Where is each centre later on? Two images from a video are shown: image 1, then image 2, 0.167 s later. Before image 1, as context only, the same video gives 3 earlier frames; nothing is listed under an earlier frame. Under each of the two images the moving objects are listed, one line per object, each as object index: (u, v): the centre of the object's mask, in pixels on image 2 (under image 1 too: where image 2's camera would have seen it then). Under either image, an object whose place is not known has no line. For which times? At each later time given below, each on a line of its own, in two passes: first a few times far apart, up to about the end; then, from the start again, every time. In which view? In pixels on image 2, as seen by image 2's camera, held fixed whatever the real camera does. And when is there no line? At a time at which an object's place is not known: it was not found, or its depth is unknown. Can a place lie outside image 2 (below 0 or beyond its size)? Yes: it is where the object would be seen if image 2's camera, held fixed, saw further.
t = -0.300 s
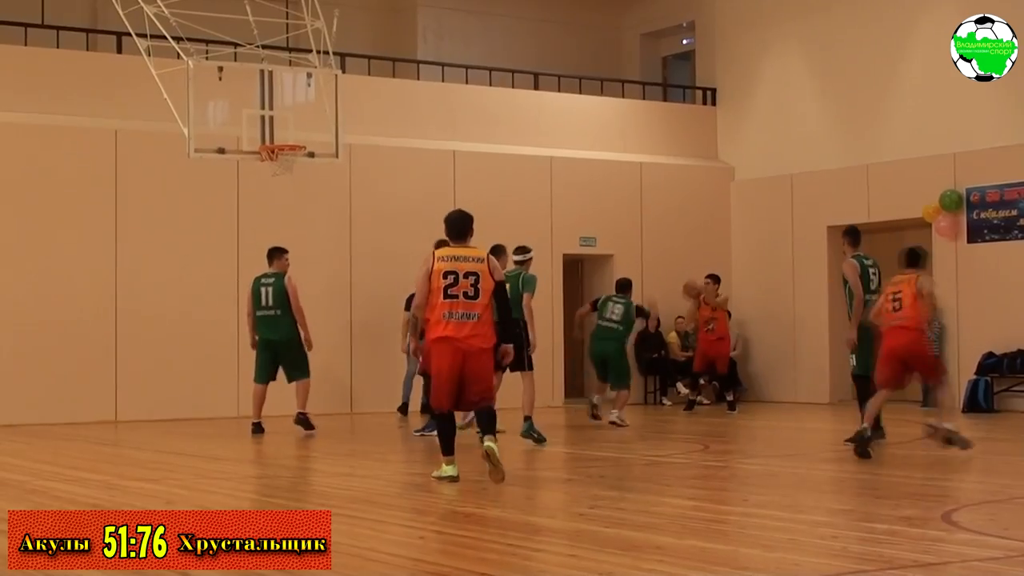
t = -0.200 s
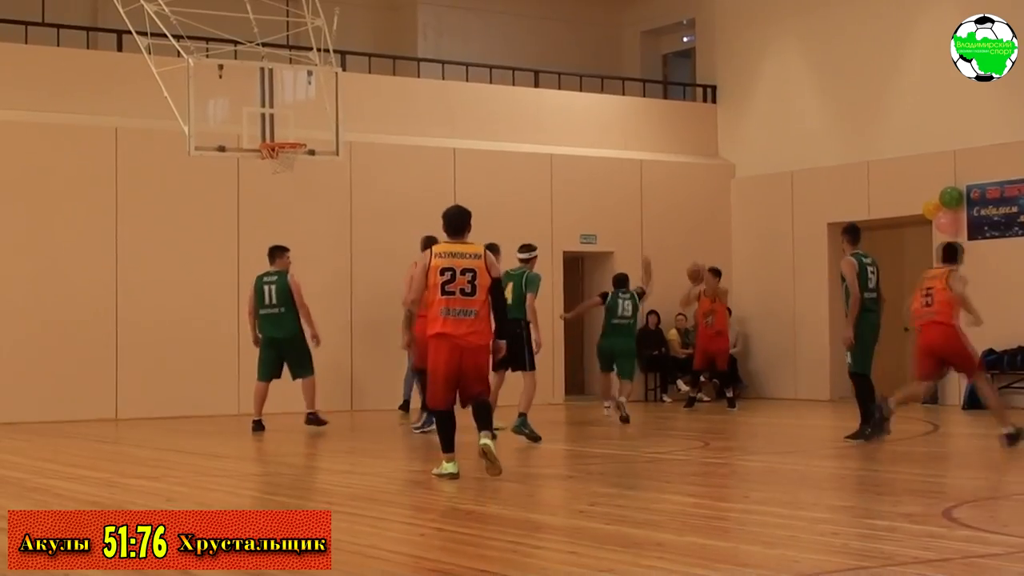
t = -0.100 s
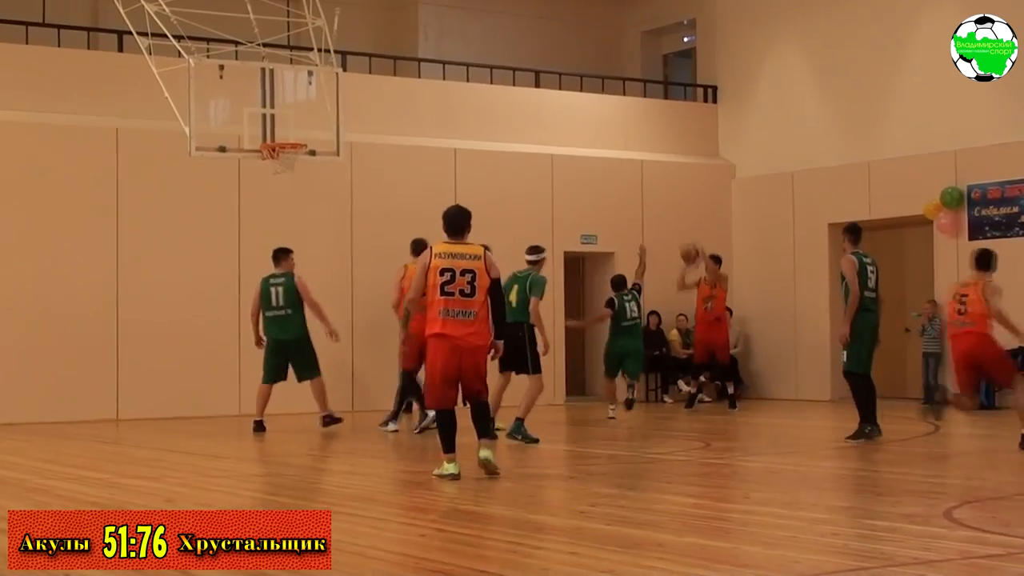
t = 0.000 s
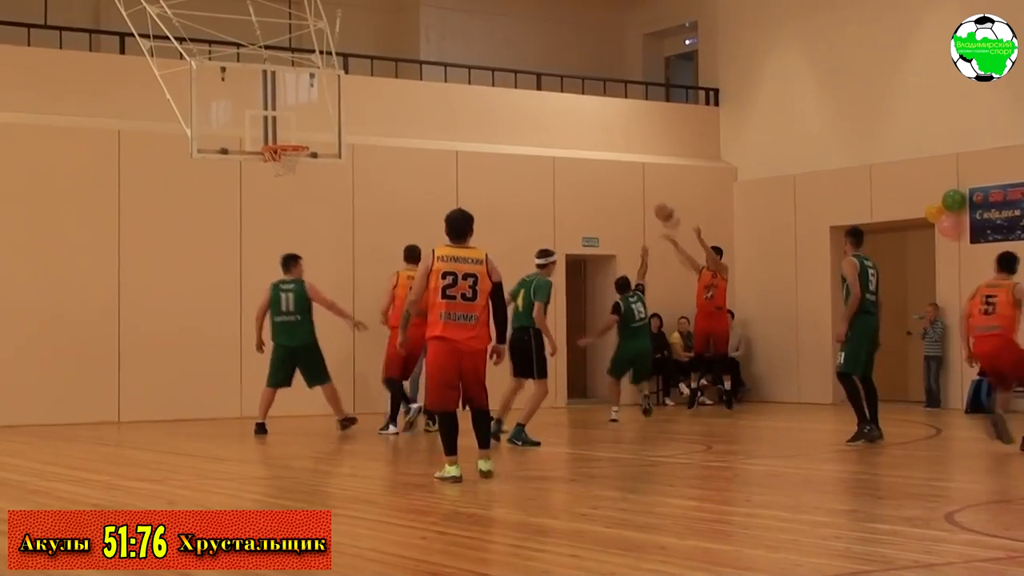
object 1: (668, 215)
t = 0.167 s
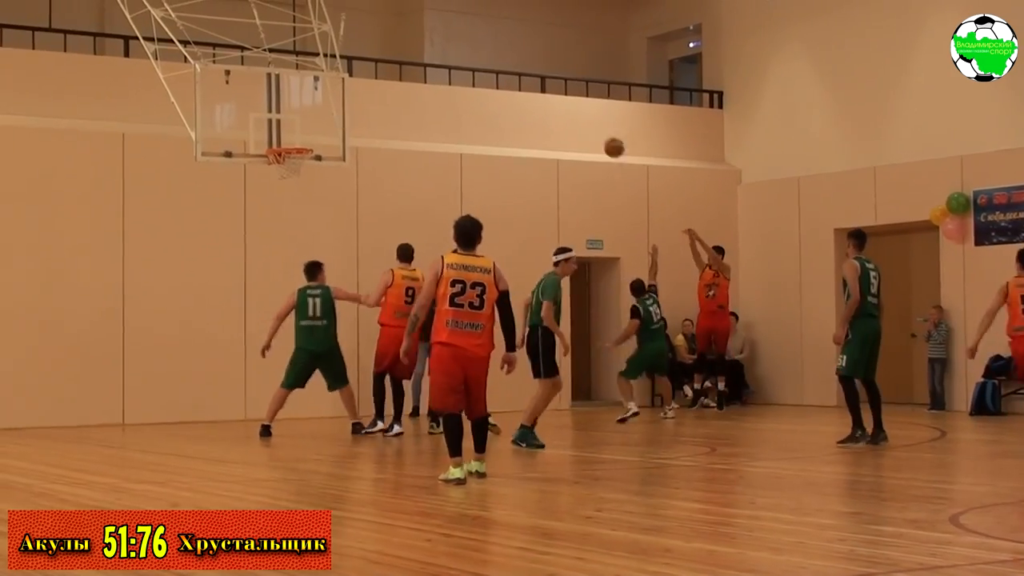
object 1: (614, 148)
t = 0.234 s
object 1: (592, 127)
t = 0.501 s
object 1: (497, 72)
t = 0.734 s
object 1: (419, 73)
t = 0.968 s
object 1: (334, 121)
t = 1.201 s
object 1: (334, 116)
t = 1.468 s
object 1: (380, 122)
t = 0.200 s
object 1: (601, 135)
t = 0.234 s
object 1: (592, 127)
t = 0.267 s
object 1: (580, 116)
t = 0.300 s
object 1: (568, 108)
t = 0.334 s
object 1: (558, 100)
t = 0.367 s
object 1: (546, 92)
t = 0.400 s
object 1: (534, 85)
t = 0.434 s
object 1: (525, 82)
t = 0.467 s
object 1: (512, 76)
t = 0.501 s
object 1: (497, 72)
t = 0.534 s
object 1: (490, 70)
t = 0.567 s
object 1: (478, 68)
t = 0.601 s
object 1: (465, 67)
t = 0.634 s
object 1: (455, 67)
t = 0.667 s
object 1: (442, 68)
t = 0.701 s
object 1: (428, 72)
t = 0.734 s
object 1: (419, 73)
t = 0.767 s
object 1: (406, 77)
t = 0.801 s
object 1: (393, 83)
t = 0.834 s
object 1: (383, 87)
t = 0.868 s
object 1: (370, 94)
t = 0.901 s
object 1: (359, 102)
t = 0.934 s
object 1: (348, 110)
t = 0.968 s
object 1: (334, 121)
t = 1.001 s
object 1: (322, 132)
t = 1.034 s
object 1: (311, 141)
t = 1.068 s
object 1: (313, 137)
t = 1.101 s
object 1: (318, 130)
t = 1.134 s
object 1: (322, 124)
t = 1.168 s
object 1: (328, 120)
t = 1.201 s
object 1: (334, 116)
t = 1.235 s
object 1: (339, 114)
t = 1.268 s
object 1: (346, 112)
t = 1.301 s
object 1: (352, 111)
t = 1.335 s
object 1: (357, 111)
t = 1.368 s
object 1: (363, 112)
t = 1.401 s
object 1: (369, 115)
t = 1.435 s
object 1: (375, 118)
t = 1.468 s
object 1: (380, 122)
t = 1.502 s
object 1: (386, 128)
